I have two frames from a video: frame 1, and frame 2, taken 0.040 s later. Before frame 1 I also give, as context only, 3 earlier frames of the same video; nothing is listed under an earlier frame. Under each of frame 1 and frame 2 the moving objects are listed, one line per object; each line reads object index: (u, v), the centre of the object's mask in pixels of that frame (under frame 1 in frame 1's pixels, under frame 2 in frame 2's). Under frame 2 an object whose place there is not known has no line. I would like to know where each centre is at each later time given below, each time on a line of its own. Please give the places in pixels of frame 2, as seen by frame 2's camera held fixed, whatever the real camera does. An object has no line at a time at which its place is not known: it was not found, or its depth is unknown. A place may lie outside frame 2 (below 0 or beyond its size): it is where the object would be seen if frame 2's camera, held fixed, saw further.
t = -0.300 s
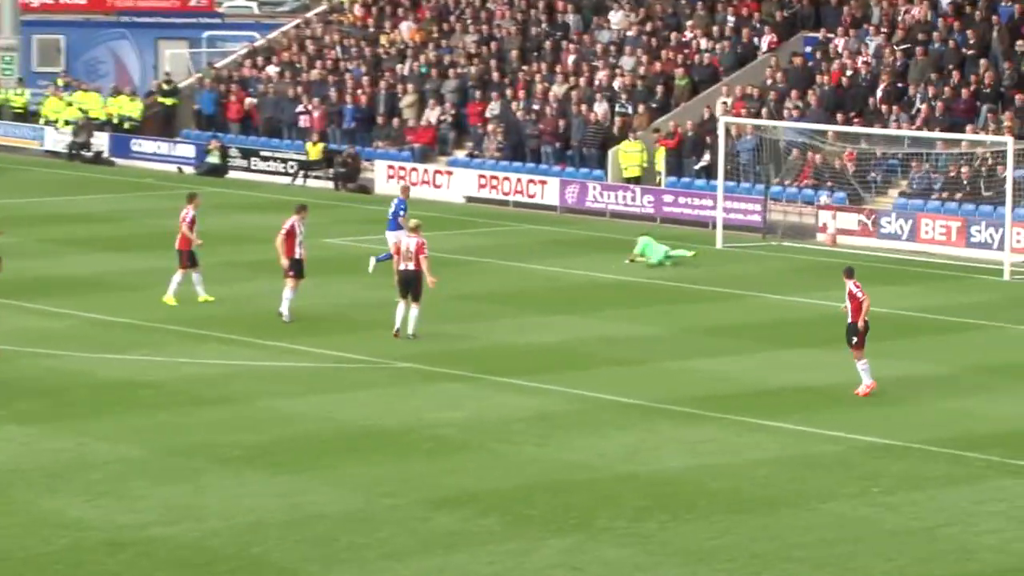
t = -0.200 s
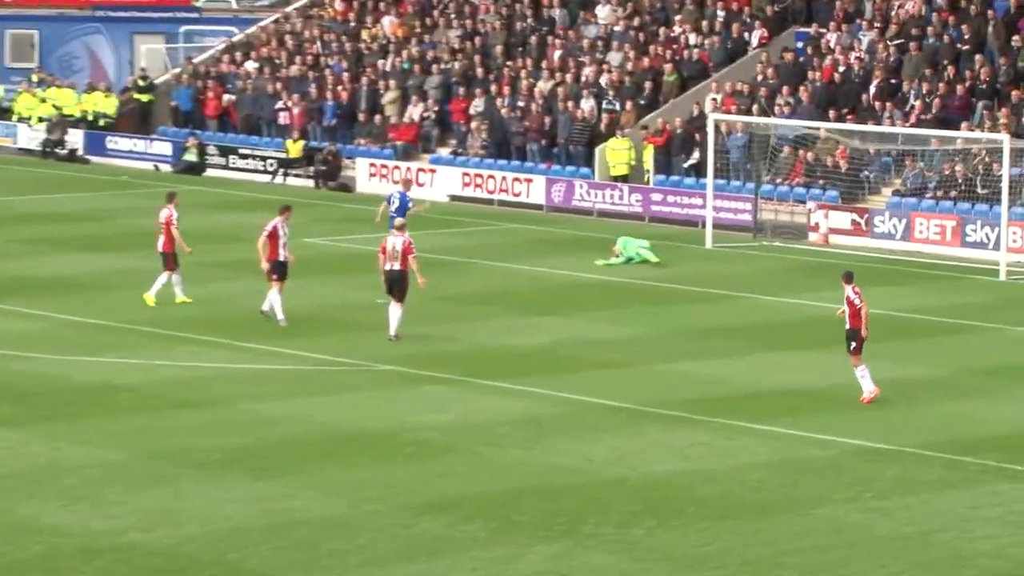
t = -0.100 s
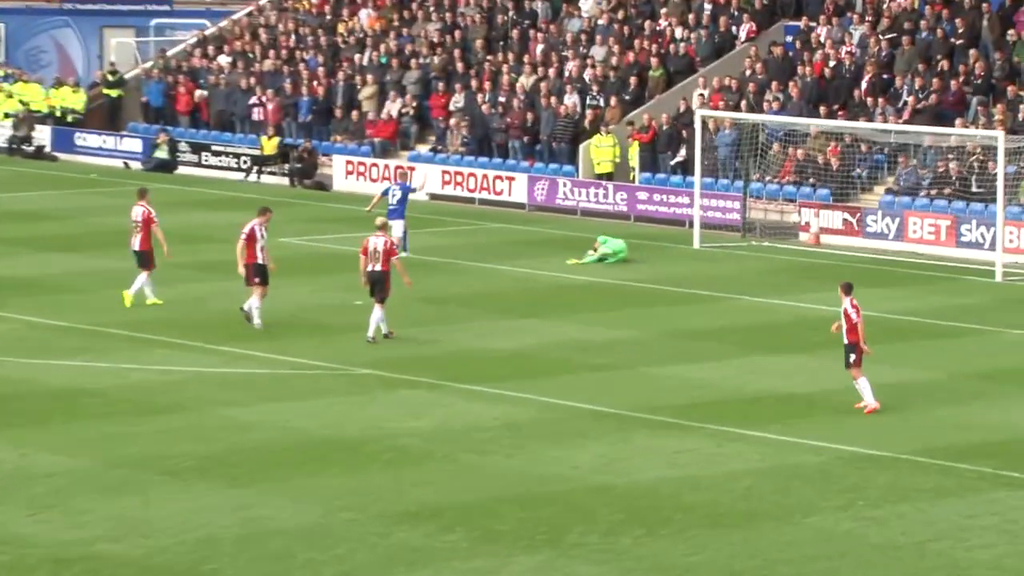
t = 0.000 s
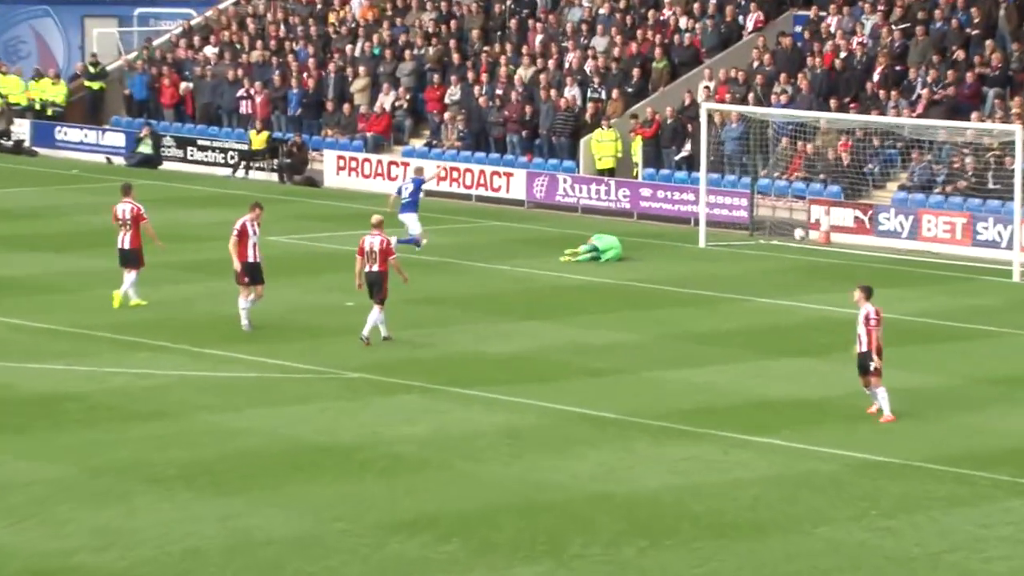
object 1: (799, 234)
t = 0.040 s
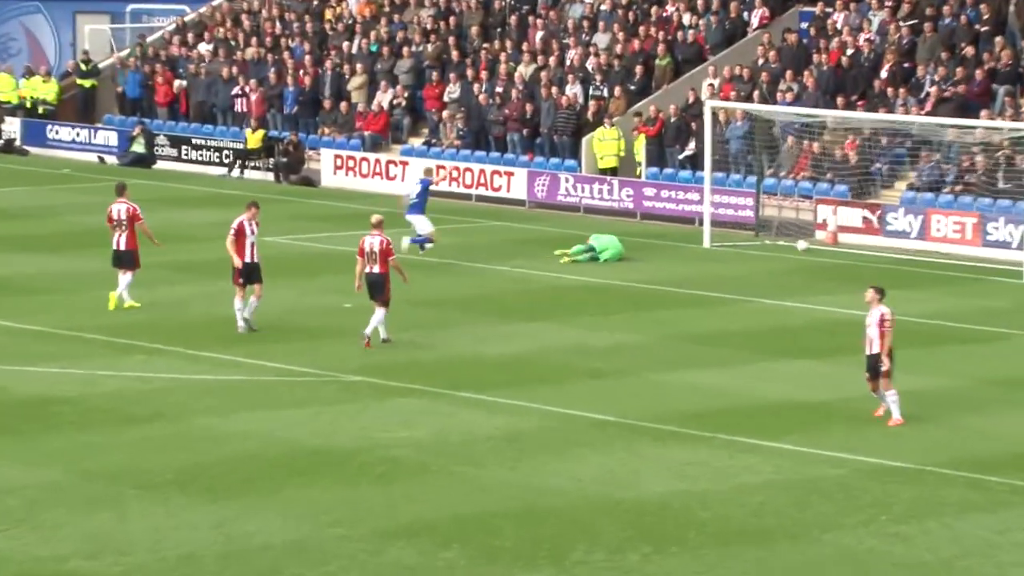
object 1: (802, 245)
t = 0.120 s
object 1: (801, 240)
